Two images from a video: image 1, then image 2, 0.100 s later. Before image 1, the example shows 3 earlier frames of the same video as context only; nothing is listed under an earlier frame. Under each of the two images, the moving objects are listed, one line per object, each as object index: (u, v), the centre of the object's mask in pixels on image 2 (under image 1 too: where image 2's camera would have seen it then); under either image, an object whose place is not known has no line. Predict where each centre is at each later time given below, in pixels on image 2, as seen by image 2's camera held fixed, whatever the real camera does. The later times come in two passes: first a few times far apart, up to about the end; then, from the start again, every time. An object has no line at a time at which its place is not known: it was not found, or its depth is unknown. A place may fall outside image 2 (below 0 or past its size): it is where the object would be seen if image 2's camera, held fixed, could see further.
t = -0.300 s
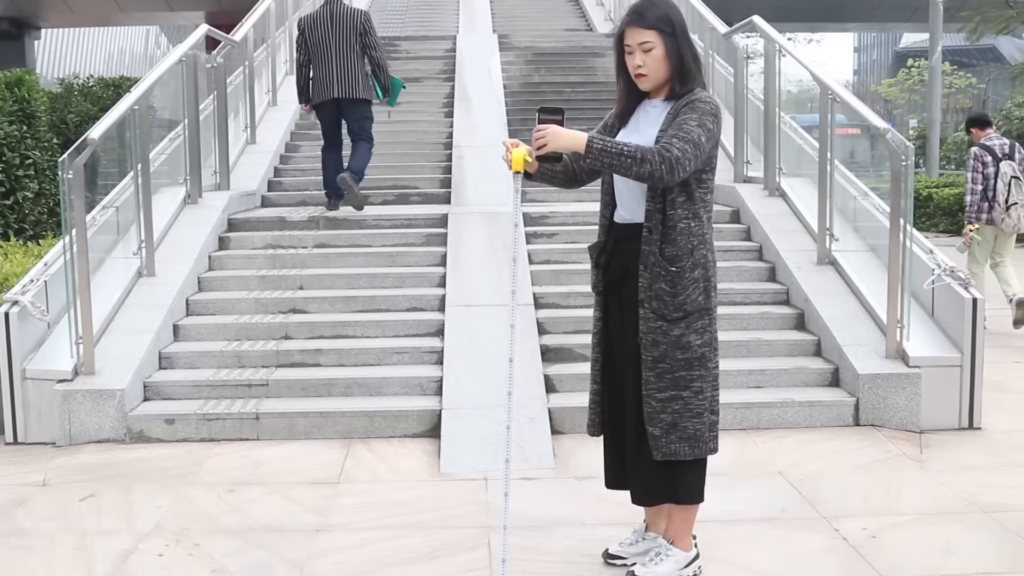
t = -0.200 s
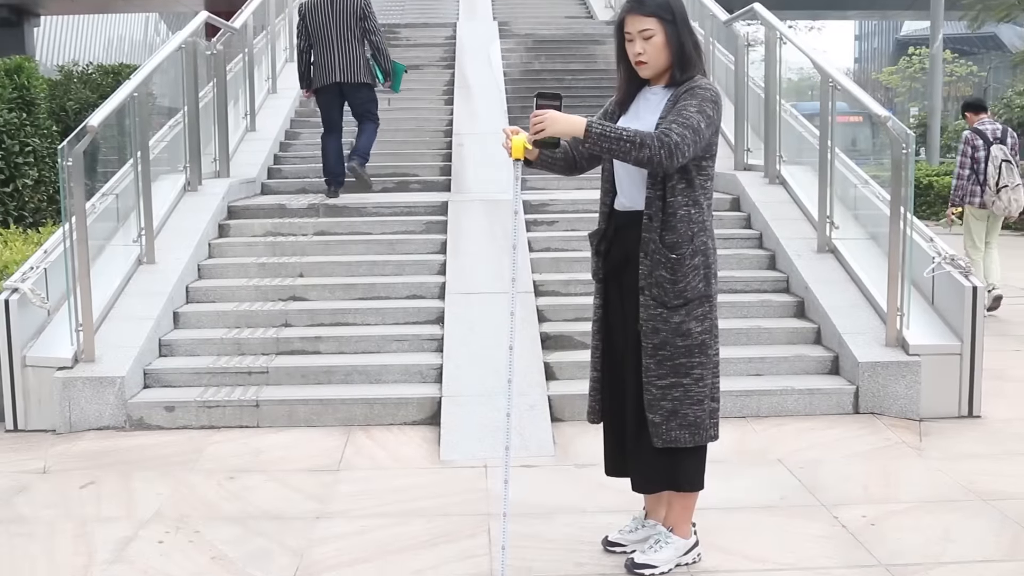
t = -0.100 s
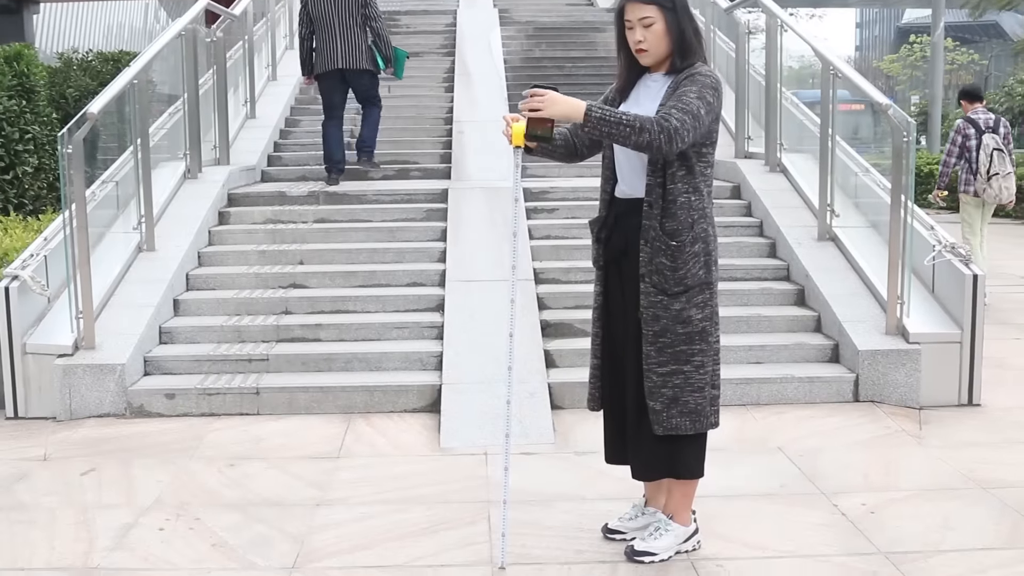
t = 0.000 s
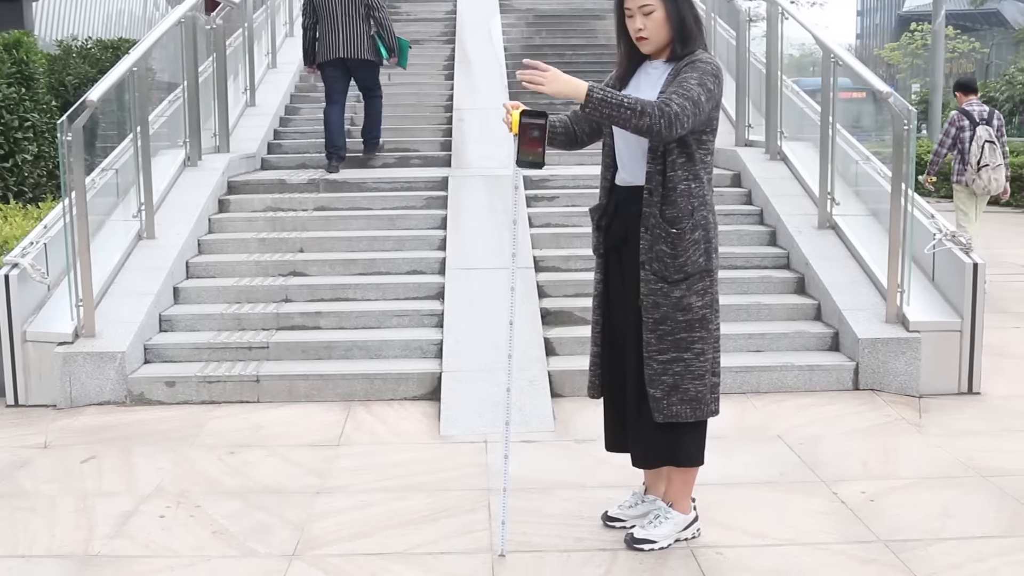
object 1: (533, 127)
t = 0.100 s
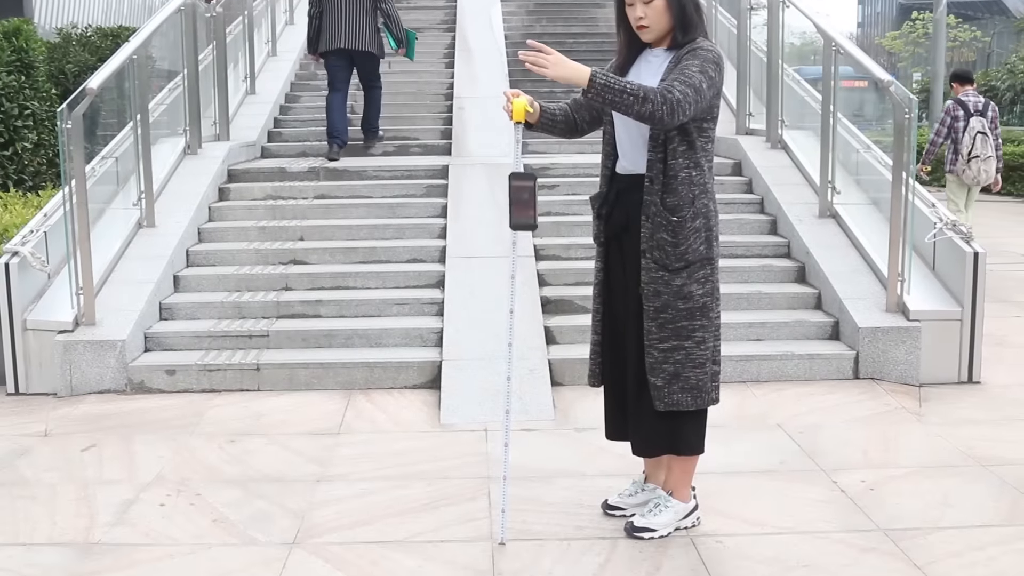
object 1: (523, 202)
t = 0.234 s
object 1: (510, 358)
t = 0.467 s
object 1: (459, 549)
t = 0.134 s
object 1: (520, 235)
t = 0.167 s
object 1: (516, 272)
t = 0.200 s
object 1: (513, 313)
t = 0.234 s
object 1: (510, 358)
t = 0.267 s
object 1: (507, 407)
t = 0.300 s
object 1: (504, 459)
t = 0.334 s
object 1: (501, 514)
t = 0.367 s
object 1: (493, 530)
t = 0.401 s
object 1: (482, 535)
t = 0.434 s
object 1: (472, 541)
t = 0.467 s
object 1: (459, 549)
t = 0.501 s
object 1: (446, 549)
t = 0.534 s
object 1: (432, 553)
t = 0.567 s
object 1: (417, 561)
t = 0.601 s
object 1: (403, 574)
